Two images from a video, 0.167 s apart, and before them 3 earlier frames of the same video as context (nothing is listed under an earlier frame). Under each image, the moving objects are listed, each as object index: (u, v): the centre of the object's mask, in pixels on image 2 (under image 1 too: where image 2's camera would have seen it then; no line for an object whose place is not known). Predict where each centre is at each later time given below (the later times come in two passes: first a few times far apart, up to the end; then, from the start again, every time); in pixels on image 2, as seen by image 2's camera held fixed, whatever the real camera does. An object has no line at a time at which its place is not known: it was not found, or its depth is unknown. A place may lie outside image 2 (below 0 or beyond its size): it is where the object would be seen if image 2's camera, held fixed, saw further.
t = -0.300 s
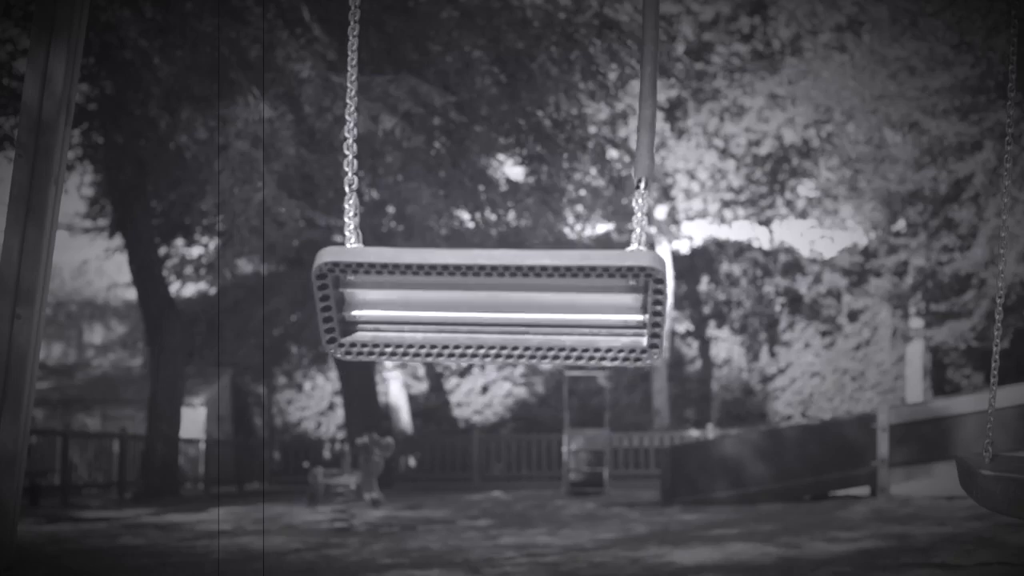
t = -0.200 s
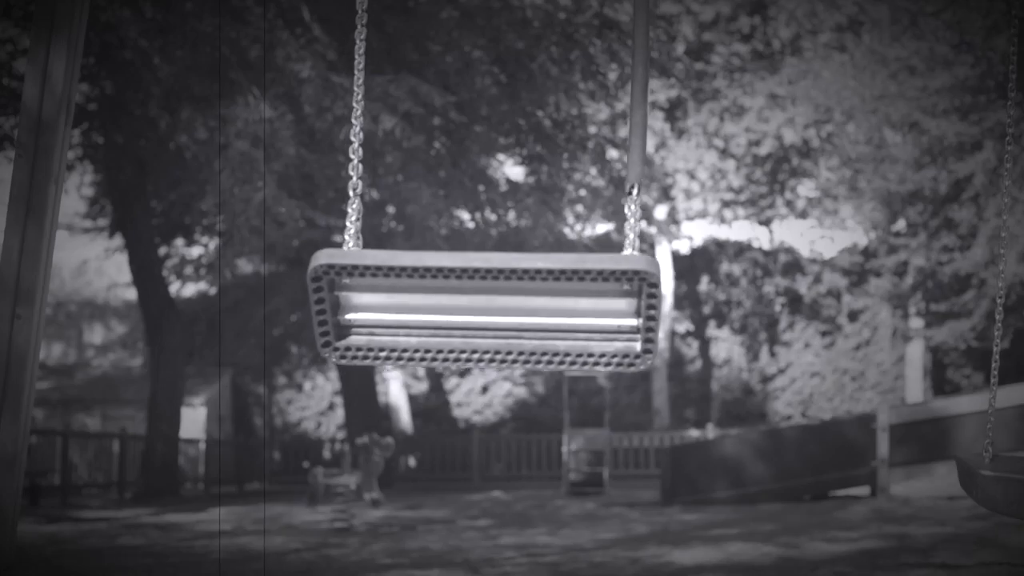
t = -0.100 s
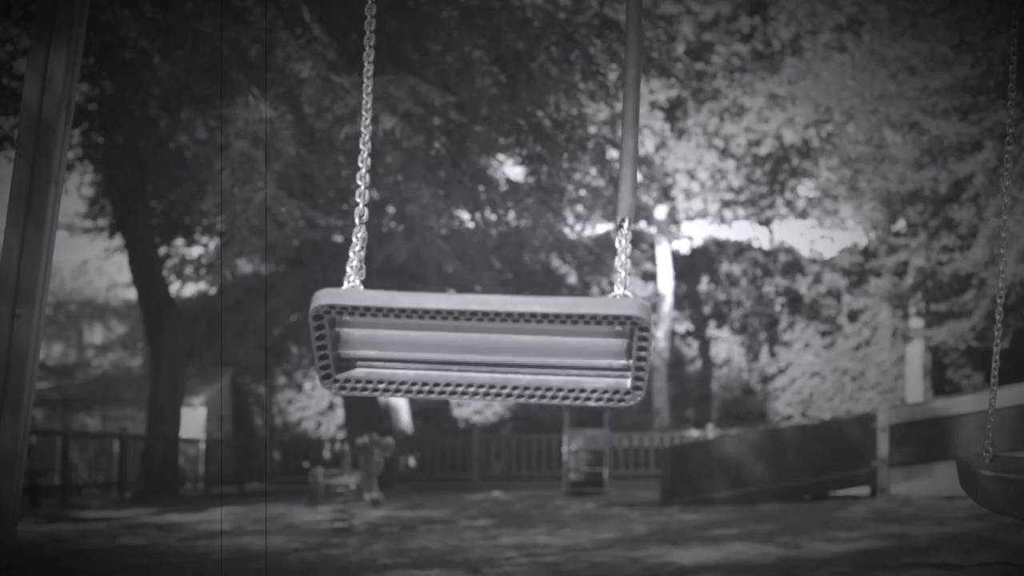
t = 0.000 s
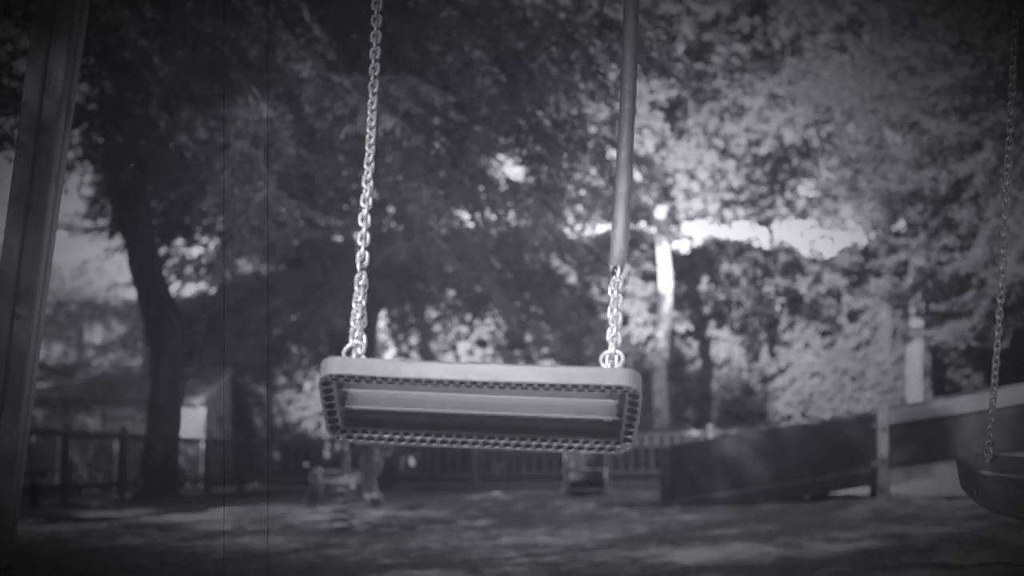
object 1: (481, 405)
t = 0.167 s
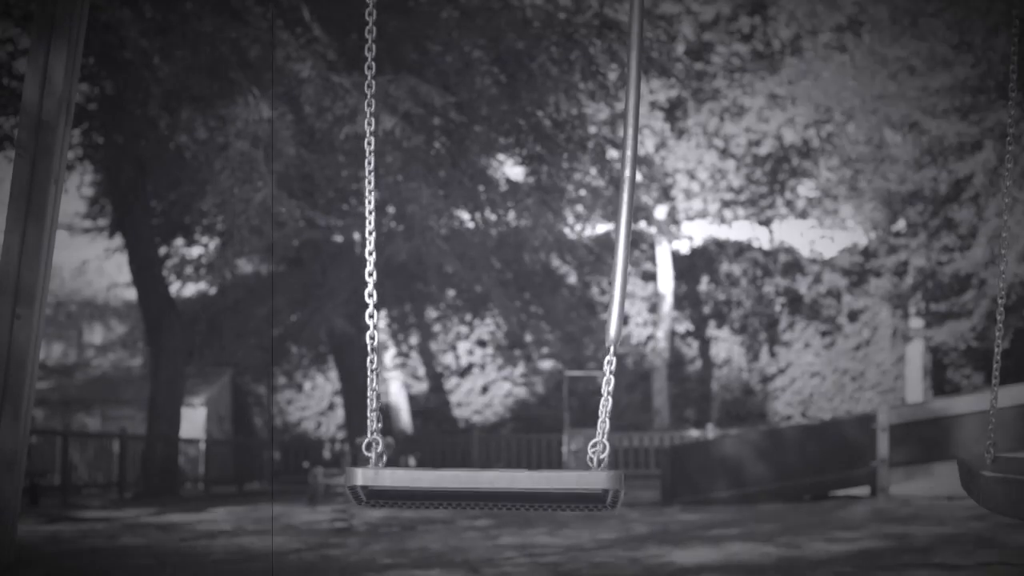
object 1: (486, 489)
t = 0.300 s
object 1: (491, 509)
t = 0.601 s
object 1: (506, 452)
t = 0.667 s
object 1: (510, 429)
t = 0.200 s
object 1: (488, 498)
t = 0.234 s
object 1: (490, 504)
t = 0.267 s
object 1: (490, 507)
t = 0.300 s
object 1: (491, 509)
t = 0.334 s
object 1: (493, 510)
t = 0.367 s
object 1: (495, 508)
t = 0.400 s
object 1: (498, 505)
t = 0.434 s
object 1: (498, 499)
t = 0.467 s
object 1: (501, 491)
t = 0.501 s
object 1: (503, 482)
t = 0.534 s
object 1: (505, 473)
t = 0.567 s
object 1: (505, 463)
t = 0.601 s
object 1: (506, 452)
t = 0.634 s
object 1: (508, 440)
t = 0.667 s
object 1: (510, 429)
